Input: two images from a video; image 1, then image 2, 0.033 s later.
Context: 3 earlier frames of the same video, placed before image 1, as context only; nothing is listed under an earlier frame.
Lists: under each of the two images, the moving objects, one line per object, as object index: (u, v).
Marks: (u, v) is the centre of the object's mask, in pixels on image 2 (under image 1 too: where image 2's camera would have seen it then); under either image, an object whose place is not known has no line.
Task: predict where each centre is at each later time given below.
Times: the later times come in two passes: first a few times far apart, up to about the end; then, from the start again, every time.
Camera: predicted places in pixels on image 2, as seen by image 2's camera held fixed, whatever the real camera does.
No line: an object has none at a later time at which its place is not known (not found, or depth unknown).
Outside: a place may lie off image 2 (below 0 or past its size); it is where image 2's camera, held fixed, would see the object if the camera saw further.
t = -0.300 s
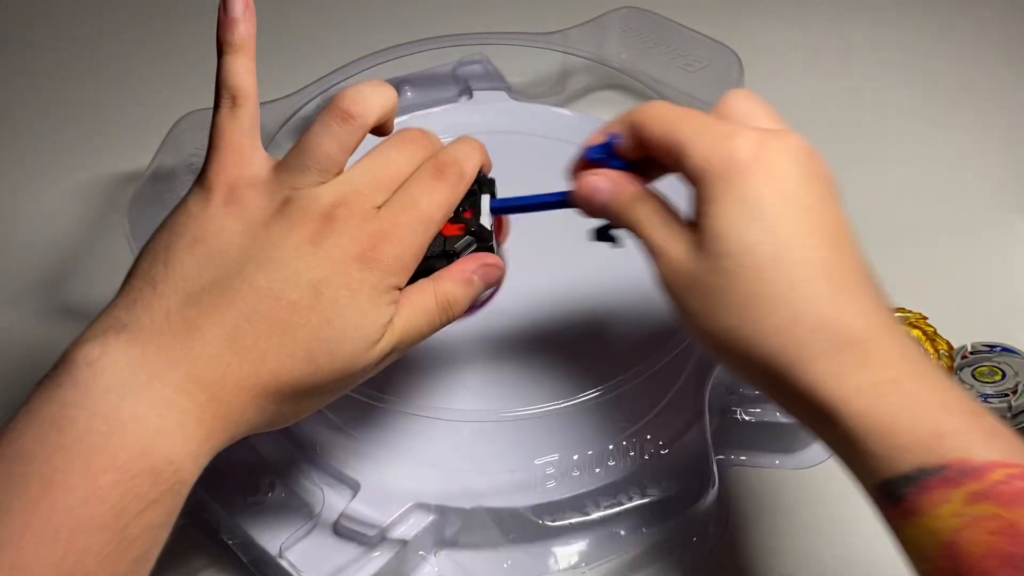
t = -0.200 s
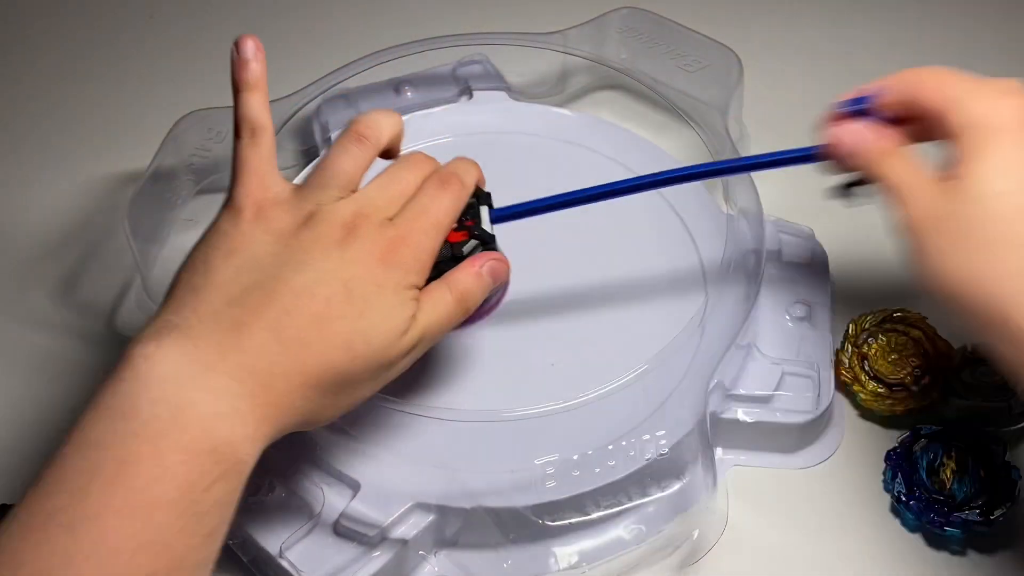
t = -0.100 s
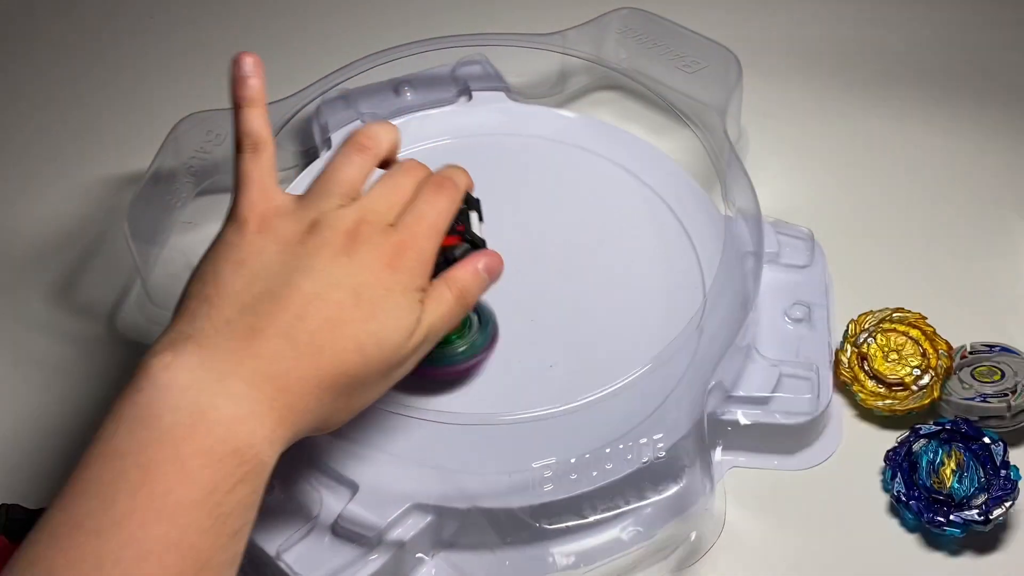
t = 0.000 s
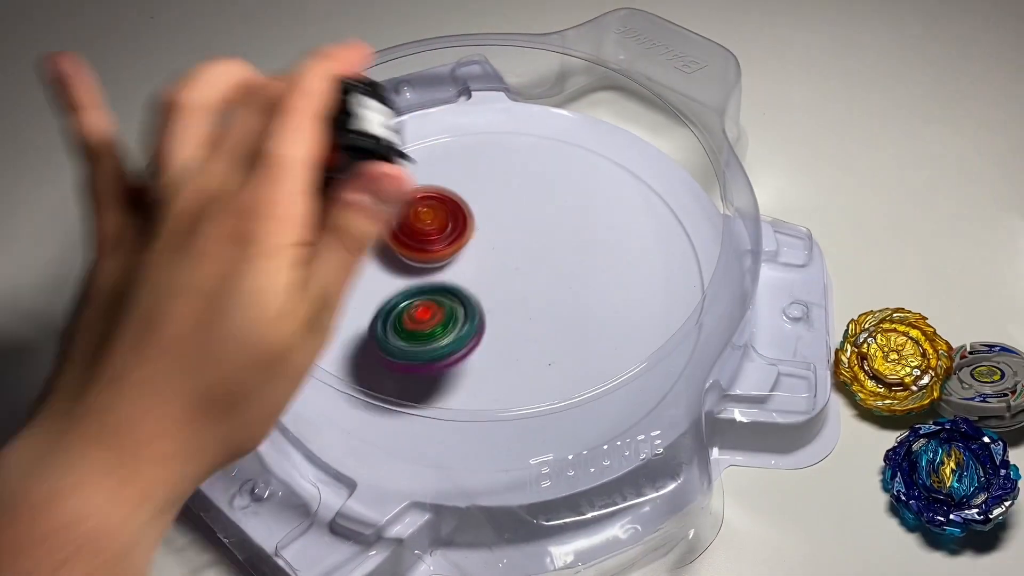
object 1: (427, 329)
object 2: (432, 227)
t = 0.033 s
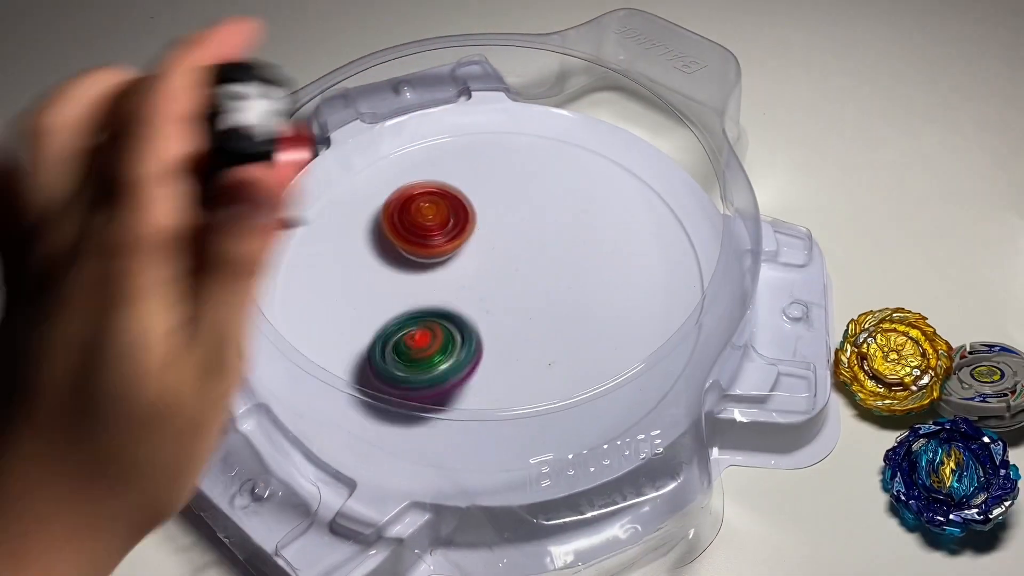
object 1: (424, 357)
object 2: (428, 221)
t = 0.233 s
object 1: (438, 377)
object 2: (438, 231)
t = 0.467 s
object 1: (447, 349)
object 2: (472, 246)
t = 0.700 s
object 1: (418, 349)
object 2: (501, 203)
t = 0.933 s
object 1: (407, 327)
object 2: (496, 201)
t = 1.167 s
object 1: (400, 297)
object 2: (501, 225)
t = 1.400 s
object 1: (399, 271)
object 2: (526, 239)
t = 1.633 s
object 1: (415, 258)
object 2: (549, 244)
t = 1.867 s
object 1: (444, 244)
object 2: (548, 254)
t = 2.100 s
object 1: (384, 184)
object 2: (666, 343)
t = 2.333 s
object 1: (410, 212)
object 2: (601, 319)
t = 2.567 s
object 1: (467, 219)
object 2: (518, 337)
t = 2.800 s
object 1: (501, 187)
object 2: (499, 397)
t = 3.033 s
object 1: (527, 197)
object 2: (478, 375)
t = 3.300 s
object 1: (545, 241)
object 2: (437, 303)
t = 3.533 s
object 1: (566, 269)
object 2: (391, 273)
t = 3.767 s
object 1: (590, 301)
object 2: (372, 274)
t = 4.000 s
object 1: (607, 333)
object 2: (409, 280)
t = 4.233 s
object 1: (597, 347)
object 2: (458, 254)
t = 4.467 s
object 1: (544, 345)
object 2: (474, 211)
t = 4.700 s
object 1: (479, 334)
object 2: (475, 189)
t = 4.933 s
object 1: (420, 340)
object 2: (487, 203)
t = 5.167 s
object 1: (387, 341)
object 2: (517, 233)
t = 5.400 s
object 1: (401, 319)
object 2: (557, 239)
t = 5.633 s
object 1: (411, 281)
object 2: (583, 244)
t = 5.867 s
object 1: (416, 249)
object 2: (578, 261)
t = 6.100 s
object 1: (435, 230)
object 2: (545, 291)
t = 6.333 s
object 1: (467, 223)
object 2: (510, 318)
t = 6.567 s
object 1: (507, 225)
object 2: (478, 331)
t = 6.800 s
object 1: (543, 228)
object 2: (445, 338)
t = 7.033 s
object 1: (568, 236)
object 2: (424, 335)
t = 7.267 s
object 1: (573, 259)
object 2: (415, 319)
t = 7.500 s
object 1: (553, 290)
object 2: (412, 293)
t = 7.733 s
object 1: (521, 314)
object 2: (425, 264)
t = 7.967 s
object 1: (488, 327)
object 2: (446, 243)
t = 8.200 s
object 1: (445, 335)
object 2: (473, 231)
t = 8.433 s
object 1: (411, 331)
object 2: (502, 226)
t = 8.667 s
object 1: (397, 317)
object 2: (529, 222)
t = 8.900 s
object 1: (405, 294)
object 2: (543, 227)
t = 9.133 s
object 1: (425, 270)
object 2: (539, 241)
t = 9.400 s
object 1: (428, 253)
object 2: (543, 274)
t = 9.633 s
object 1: (454, 243)
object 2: (518, 312)
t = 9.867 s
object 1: (487, 242)
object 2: (506, 333)
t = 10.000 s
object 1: (507, 241)
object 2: (492, 334)
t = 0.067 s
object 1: (424, 369)
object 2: (430, 218)
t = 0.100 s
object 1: (426, 367)
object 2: (431, 217)
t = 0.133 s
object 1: (431, 375)
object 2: (433, 219)
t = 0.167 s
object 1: (433, 375)
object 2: (435, 222)
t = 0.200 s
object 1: (436, 377)
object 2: (436, 226)
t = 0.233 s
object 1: (438, 377)
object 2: (438, 231)
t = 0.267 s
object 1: (441, 374)
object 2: (441, 236)
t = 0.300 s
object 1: (443, 371)
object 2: (444, 242)
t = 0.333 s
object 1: (446, 365)
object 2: (448, 246)
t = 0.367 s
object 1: (446, 361)
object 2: (452, 251)
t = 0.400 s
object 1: (450, 353)
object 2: (457, 254)
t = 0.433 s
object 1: (450, 345)
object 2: (463, 256)
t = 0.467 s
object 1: (447, 349)
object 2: (472, 246)
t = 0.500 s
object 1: (443, 352)
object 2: (482, 236)
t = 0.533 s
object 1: (439, 354)
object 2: (489, 228)
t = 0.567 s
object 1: (434, 354)
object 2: (494, 221)
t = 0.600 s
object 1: (430, 354)
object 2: (497, 215)
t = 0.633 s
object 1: (425, 353)
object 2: (499, 210)
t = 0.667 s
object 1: (421, 351)
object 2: (500, 206)
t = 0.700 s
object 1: (418, 349)
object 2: (501, 203)
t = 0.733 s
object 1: (415, 347)
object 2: (501, 200)
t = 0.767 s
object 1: (413, 344)
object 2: (501, 198)
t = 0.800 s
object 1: (409, 342)
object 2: (500, 197)
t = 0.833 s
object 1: (409, 338)
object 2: (499, 197)
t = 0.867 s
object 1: (408, 334)
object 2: (498, 197)
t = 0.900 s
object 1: (407, 330)
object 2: (497, 199)
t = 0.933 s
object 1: (407, 327)
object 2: (496, 201)
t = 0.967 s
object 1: (406, 322)
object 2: (496, 203)
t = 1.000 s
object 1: (405, 318)
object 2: (495, 206)
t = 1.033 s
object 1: (405, 315)
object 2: (496, 210)
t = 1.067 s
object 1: (404, 310)
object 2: (496, 213)
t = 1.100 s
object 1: (403, 306)
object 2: (498, 217)
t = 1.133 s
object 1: (402, 301)
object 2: (499, 221)
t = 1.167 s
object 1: (400, 297)
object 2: (501, 225)
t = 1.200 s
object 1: (399, 293)
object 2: (503, 228)
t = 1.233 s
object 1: (397, 289)
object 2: (506, 231)
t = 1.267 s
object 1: (397, 284)
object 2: (510, 234)
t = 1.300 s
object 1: (397, 281)
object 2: (513, 236)
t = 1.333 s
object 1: (397, 277)
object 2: (517, 237)
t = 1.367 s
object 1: (398, 274)
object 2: (522, 238)
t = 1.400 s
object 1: (399, 271)
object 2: (526, 239)
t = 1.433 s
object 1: (400, 268)
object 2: (530, 240)
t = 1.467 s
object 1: (402, 266)
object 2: (534, 240)
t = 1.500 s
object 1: (403, 265)
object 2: (538, 241)
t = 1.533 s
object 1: (407, 262)
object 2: (541, 242)
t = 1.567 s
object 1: (410, 260)
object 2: (544, 242)
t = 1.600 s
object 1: (412, 259)
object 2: (547, 243)
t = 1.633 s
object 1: (415, 258)
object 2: (549, 244)
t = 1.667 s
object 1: (420, 255)
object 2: (550, 245)
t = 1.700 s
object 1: (424, 252)
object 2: (551, 246)
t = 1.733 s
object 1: (429, 251)
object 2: (551, 247)
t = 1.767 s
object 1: (433, 249)
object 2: (551, 248)
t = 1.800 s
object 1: (437, 247)
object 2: (551, 250)
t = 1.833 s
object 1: (441, 245)
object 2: (550, 252)
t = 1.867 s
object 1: (444, 244)
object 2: (548, 254)
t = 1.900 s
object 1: (436, 232)
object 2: (564, 268)
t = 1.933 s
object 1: (419, 216)
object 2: (589, 286)
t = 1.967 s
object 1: (408, 203)
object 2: (611, 303)
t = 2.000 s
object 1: (397, 194)
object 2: (631, 317)
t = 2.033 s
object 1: (391, 189)
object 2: (646, 329)
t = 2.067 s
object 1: (385, 187)
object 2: (657, 338)
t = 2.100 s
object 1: (384, 184)
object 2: (666, 343)
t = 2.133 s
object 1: (381, 185)
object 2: (669, 345)
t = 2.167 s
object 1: (382, 186)
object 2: (664, 344)
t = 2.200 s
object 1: (384, 189)
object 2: (655, 343)
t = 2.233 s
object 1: (388, 193)
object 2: (644, 338)
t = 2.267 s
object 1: (394, 198)
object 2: (631, 331)
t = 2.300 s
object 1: (401, 204)
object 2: (617, 325)
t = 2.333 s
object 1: (410, 212)
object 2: (601, 319)
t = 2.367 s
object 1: (419, 219)
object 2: (585, 313)
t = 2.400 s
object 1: (430, 227)
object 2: (568, 308)
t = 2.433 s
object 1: (442, 234)
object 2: (551, 303)
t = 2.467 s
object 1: (453, 242)
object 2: (534, 299)
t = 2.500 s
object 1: (461, 236)
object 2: (526, 309)
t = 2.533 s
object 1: (464, 227)
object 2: (522, 324)
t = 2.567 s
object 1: (467, 219)
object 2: (518, 337)
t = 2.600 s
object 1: (471, 212)
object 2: (516, 350)
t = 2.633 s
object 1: (476, 206)
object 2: (513, 360)
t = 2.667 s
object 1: (481, 201)
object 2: (510, 369)
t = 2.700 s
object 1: (486, 197)
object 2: (507, 374)
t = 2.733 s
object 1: (491, 193)
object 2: (505, 387)
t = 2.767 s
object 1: (497, 189)
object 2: (502, 393)
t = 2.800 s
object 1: (501, 187)
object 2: (499, 397)
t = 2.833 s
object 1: (505, 186)
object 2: (496, 400)
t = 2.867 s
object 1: (510, 185)
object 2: (493, 400)
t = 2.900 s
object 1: (514, 186)
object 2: (491, 398)
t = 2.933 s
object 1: (517, 187)
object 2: (488, 394)
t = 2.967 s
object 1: (521, 190)
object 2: (485, 389)
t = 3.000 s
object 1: (524, 193)
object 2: (482, 382)
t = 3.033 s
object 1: (527, 197)
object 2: (478, 375)
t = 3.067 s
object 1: (530, 202)
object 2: (475, 366)
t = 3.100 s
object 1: (532, 208)
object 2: (470, 357)
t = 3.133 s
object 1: (534, 214)
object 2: (466, 347)
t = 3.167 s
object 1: (536, 220)
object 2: (460, 338)
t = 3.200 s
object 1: (538, 226)
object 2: (454, 328)
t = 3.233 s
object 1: (541, 231)
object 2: (449, 319)
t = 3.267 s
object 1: (542, 236)
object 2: (443, 311)
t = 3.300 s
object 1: (545, 241)
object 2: (437, 303)
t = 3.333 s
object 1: (548, 245)
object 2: (431, 296)
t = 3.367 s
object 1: (549, 250)
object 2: (425, 291)
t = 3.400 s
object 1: (552, 253)
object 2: (418, 286)
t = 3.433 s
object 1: (555, 258)
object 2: (411, 281)
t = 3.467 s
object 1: (557, 262)
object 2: (405, 278)
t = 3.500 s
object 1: (562, 265)
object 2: (398, 275)
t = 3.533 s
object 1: (566, 269)
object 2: (391, 273)
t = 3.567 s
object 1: (569, 273)
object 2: (385, 271)
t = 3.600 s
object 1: (572, 278)
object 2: (381, 270)
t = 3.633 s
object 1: (576, 282)
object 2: (377, 270)
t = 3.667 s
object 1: (579, 286)
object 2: (374, 271)
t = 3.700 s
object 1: (583, 291)
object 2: (372, 272)
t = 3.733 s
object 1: (587, 295)
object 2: (371, 273)
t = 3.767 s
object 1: (590, 301)
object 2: (372, 274)
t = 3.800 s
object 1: (593, 306)
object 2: (373, 276)
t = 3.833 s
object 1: (596, 311)
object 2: (376, 277)
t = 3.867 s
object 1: (599, 316)
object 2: (381, 278)
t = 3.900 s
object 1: (602, 321)
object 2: (386, 280)
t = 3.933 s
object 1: (604, 326)
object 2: (393, 280)
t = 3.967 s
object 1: (605, 329)
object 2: (400, 280)
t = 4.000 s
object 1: (607, 333)
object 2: (409, 280)
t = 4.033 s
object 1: (607, 336)
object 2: (416, 279)
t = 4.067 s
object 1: (608, 339)
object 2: (425, 277)
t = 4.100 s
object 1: (607, 341)
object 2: (432, 273)
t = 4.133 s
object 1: (606, 342)
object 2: (440, 270)
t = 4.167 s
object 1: (604, 344)
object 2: (447, 265)
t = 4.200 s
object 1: (600, 346)
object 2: (453, 260)
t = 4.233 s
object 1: (597, 347)
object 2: (458, 254)
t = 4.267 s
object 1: (591, 349)
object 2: (462, 248)
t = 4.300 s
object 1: (584, 353)
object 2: (466, 242)
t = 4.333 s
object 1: (577, 348)
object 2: (469, 236)
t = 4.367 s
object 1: (570, 349)
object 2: (471, 229)
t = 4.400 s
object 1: (562, 348)
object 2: (472, 223)
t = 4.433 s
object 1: (553, 346)
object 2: (473, 217)
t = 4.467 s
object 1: (544, 345)
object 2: (474, 211)
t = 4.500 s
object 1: (535, 343)
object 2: (474, 206)
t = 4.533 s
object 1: (525, 341)
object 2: (474, 202)
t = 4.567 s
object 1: (517, 339)
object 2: (474, 198)
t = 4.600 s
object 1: (507, 338)
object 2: (474, 194)
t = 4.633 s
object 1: (497, 336)
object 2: (474, 192)
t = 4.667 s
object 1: (487, 335)
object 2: (475, 190)
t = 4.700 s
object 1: (479, 334)
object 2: (475, 189)
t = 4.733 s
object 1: (469, 334)
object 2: (476, 188)
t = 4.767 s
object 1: (460, 334)
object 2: (478, 189)
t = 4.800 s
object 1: (452, 334)
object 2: (479, 190)
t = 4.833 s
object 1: (444, 336)
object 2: (481, 193)
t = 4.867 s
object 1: (436, 338)
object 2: (483, 195)
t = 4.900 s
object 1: (428, 339)
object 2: (485, 199)
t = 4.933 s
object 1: (420, 340)
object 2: (487, 203)
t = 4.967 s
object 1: (413, 342)
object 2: (491, 208)
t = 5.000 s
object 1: (406, 342)
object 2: (494, 212)
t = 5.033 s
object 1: (400, 343)
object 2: (498, 217)
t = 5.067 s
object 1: (396, 342)
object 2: (502, 222)
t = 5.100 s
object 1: (392, 343)
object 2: (507, 226)
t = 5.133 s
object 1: (388, 343)
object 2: (512, 229)
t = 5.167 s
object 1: (387, 341)
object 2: (517, 233)
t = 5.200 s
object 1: (388, 339)
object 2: (522, 235)
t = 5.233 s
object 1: (387, 337)
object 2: (528, 236)
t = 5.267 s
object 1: (389, 335)
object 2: (534, 237)
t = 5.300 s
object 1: (391, 331)
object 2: (540, 238)
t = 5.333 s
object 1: (395, 327)
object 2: (546, 238)
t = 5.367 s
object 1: (398, 324)
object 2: (552, 239)
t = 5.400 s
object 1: (401, 319)
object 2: (557, 239)
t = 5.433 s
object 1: (404, 314)
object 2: (563, 239)
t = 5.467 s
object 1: (407, 309)
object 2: (567, 239)
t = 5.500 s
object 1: (409, 304)
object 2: (572, 239)
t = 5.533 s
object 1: (410, 299)
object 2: (575, 240)
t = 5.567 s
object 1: (410, 292)
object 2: (578, 241)
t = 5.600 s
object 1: (411, 287)
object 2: (581, 242)
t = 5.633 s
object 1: (411, 281)
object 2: (583, 244)
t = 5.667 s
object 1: (411, 276)
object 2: (584, 245)
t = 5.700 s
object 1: (411, 271)
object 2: (585, 247)
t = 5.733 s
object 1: (412, 265)
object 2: (584, 250)
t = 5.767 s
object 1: (412, 262)
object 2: (584, 252)
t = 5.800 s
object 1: (412, 258)
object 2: (583, 255)
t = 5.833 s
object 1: (414, 254)
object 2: (581, 257)
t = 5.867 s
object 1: (416, 249)
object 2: (578, 261)
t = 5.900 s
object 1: (418, 247)
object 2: (575, 265)
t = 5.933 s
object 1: (419, 244)
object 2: (571, 269)
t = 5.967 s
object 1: (422, 241)
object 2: (567, 273)
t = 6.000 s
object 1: (425, 238)
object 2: (562, 277)
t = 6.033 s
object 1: (428, 235)
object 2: (556, 282)
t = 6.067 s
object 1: (432, 233)
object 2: (551, 287)
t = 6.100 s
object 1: (435, 230)
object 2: (545, 291)
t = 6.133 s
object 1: (439, 229)
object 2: (539, 296)
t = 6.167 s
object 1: (443, 227)
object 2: (533, 301)
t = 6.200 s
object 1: (448, 226)
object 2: (527, 305)
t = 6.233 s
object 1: (453, 225)
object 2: (522, 309)
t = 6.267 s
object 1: (457, 224)
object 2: (518, 312)
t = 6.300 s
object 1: (462, 224)
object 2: (513, 315)
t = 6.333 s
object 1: (467, 223)
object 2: (510, 318)
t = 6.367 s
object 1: (473, 224)
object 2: (505, 321)
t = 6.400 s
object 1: (480, 223)
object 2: (502, 323)
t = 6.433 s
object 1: (483, 225)
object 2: (498, 325)
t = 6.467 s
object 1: (488, 225)
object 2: (493, 327)
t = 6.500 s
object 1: (494, 225)
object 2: (488, 329)
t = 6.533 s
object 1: (499, 226)
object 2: (482, 331)
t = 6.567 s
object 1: (507, 225)
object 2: (478, 331)
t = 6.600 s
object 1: (512, 226)
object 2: (472, 333)
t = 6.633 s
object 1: (516, 227)
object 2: (467, 334)
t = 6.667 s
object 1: (523, 226)
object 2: (462, 335)
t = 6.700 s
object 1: (528, 227)
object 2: (457, 336)
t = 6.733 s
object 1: (535, 226)
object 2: (453, 337)
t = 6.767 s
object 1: (539, 226)
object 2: (448, 338)
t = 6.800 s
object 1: (543, 228)
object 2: (445, 338)
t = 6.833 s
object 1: (549, 227)
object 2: (440, 338)
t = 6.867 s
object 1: (552, 229)
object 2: (437, 338)
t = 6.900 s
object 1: (555, 231)
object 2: (434, 338)
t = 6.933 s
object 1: (560, 231)
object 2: (431, 338)
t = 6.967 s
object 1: (563, 233)
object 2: (428, 337)
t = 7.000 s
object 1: (564, 236)
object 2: (426, 336)
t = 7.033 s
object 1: (568, 236)
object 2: (424, 335)
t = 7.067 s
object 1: (571, 239)
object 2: (422, 333)
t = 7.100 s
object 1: (573, 242)
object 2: (421, 331)
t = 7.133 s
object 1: (573, 245)
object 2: (419, 329)
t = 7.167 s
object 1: (573, 248)
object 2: (418, 327)
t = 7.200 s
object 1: (574, 250)
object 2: (417, 324)
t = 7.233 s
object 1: (574, 254)
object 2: (416, 322)
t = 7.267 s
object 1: (573, 259)
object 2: (415, 319)
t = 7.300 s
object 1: (572, 263)
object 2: (414, 316)
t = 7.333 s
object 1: (570, 266)
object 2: (413, 313)
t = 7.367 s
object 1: (567, 272)
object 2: (412, 309)
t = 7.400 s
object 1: (564, 276)
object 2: (412, 305)
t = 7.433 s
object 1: (561, 280)
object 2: (412, 301)
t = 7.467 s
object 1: (557, 285)
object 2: (412, 297)
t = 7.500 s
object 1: (553, 290)
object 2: (412, 293)
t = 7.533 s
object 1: (548, 294)
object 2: (414, 288)
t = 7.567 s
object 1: (544, 298)
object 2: (415, 284)
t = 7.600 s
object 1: (539, 303)
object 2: (416, 279)
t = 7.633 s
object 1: (536, 304)
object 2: (418, 275)
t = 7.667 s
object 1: (531, 308)
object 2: (421, 271)
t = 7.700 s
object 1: (526, 311)
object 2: (423, 267)
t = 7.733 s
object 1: (521, 314)
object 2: (425, 264)
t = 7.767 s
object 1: (517, 317)
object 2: (428, 260)
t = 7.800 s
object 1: (513, 319)
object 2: (430, 257)
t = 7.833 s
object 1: (508, 321)
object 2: (433, 254)
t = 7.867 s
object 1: (504, 323)
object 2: (436, 251)
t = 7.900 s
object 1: (498, 326)
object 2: (439, 248)
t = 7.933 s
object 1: (493, 327)
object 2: (443, 246)
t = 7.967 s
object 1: (488, 327)
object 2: (446, 243)
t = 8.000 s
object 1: (481, 329)
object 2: (449, 241)
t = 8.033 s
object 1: (475, 330)
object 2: (453, 239)
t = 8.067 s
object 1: (469, 331)
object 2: (456, 238)
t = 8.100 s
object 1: (464, 332)
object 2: (460, 236)
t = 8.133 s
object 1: (457, 333)
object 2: (464, 234)
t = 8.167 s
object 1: (451, 334)
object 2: (468, 233)
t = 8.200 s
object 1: (445, 335)
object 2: (473, 231)
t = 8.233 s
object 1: (440, 335)
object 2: (476, 230)
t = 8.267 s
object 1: (434, 335)
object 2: (481, 230)
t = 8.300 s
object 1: (429, 334)
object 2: (484, 229)
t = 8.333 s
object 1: (424, 333)
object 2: (489, 228)
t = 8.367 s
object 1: (419, 333)
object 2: (493, 228)
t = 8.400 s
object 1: (415, 332)
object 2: (498, 227)
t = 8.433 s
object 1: (411, 331)
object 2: (502, 226)
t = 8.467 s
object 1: (408, 329)
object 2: (506, 225)
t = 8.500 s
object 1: (404, 328)
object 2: (511, 225)
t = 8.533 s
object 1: (401, 326)
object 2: (514, 224)
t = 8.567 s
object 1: (400, 323)
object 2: (519, 223)
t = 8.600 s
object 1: (399, 321)
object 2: (522, 223)
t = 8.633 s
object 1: (398, 319)
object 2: (526, 223)
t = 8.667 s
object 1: (397, 317)
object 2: (529, 222)
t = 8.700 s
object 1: (397, 314)
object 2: (532, 223)
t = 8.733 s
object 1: (397, 311)
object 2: (535, 223)
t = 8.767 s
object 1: (398, 308)
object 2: (537, 223)
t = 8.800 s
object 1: (399, 305)
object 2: (539, 224)
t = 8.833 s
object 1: (400, 301)
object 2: (541, 225)
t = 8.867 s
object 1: (402, 297)
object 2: (542, 226)
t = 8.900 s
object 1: (405, 294)
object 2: (543, 227)
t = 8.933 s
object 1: (406, 291)
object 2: (543, 229)
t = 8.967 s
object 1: (409, 287)
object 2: (543, 230)
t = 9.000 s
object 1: (412, 284)
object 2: (543, 232)
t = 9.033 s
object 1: (414, 281)
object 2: (542, 234)
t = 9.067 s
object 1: (416, 278)
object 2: (542, 236)
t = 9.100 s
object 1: (420, 274)
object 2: (540, 239)
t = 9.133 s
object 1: (425, 270)
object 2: (539, 241)
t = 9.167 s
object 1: (428, 267)
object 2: (537, 244)
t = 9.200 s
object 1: (431, 264)
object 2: (535, 248)
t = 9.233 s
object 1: (425, 260)
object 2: (543, 252)
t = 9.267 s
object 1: (422, 257)
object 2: (548, 256)
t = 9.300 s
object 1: (421, 256)
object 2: (550, 261)
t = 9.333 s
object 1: (422, 255)
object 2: (549, 265)
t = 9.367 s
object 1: (425, 254)
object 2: (546, 270)
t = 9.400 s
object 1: (428, 253)
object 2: (543, 274)
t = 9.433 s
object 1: (432, 251)
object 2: (539, 279)
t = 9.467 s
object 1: (435, 250)
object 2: (534, 285)
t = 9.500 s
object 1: (439, 248)
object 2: (529, 290)
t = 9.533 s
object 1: (443, 247)
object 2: (525, 295)
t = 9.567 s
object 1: (447, 246)
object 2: (522, 301)
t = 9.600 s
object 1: (451, 243)
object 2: (519, 308)
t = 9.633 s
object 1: (454, 243)
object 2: (518, 312)
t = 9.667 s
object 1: (460, 241)
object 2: (517, 317)
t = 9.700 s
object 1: (464, 241)
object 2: (516, 320)
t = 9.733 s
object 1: (468, 241)
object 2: (515, 324)
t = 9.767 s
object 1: (473, 241)
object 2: (514, 327)
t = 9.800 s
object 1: (478, 242)
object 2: (512, 330)
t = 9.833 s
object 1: (483, 242)
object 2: (509, 332)
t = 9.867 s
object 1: (487, 242)
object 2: (506, 333)
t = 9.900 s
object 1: (492, 242)
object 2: (504, 334)
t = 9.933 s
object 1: (497, 242)
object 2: (500, 335)
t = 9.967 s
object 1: (502, 242)
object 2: (496, 334)
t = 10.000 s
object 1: (507, 241)
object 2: (492, 334)
